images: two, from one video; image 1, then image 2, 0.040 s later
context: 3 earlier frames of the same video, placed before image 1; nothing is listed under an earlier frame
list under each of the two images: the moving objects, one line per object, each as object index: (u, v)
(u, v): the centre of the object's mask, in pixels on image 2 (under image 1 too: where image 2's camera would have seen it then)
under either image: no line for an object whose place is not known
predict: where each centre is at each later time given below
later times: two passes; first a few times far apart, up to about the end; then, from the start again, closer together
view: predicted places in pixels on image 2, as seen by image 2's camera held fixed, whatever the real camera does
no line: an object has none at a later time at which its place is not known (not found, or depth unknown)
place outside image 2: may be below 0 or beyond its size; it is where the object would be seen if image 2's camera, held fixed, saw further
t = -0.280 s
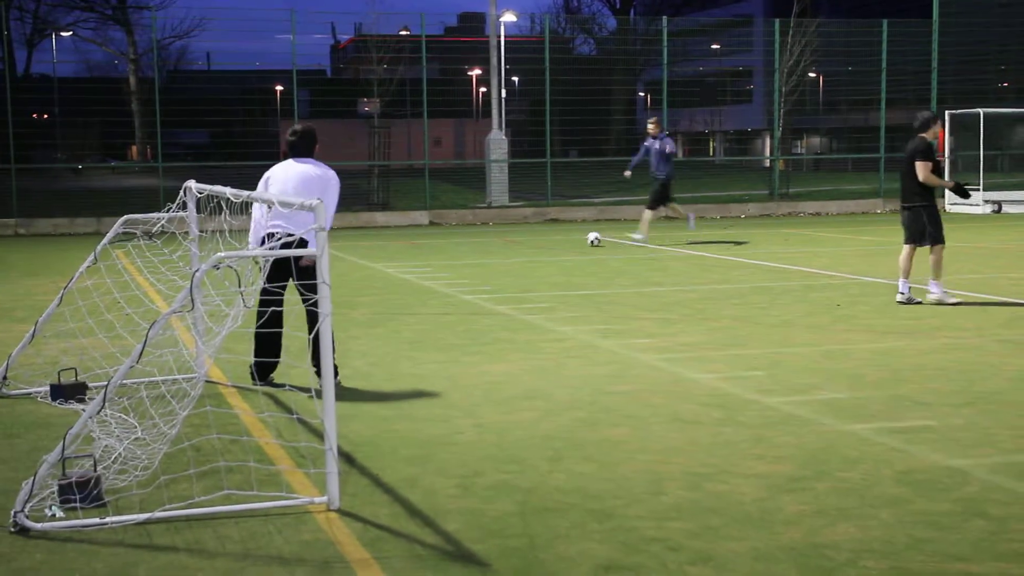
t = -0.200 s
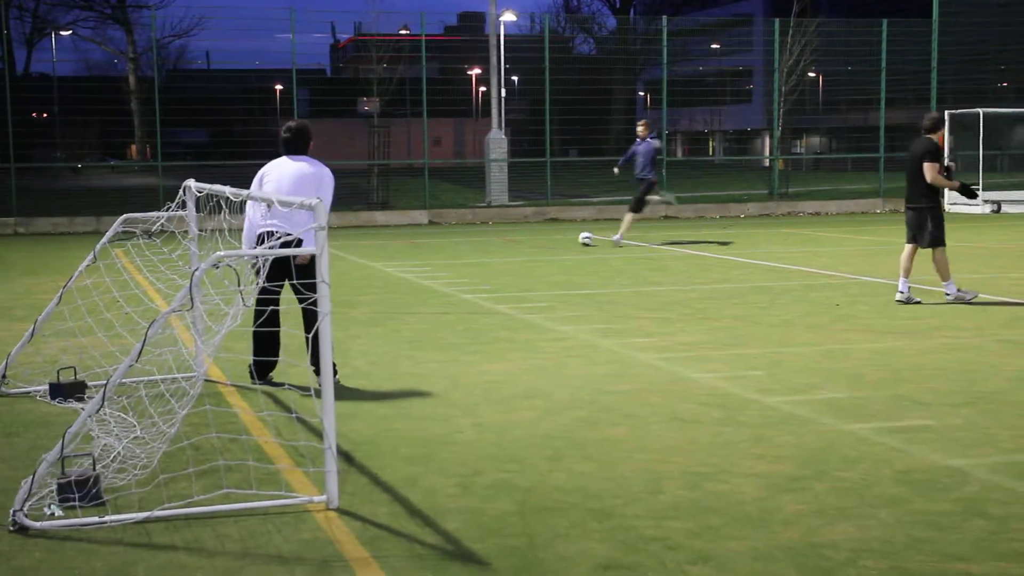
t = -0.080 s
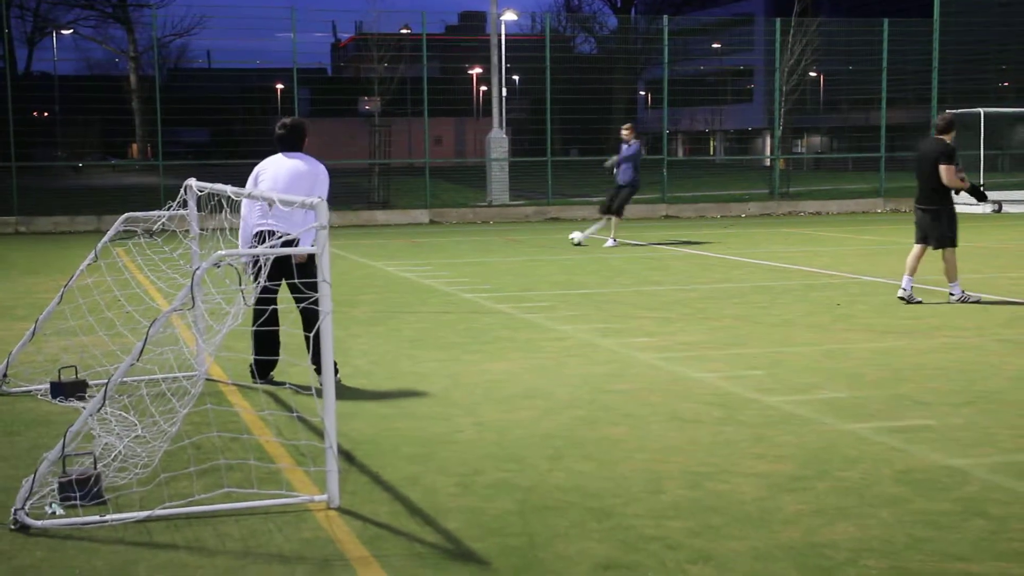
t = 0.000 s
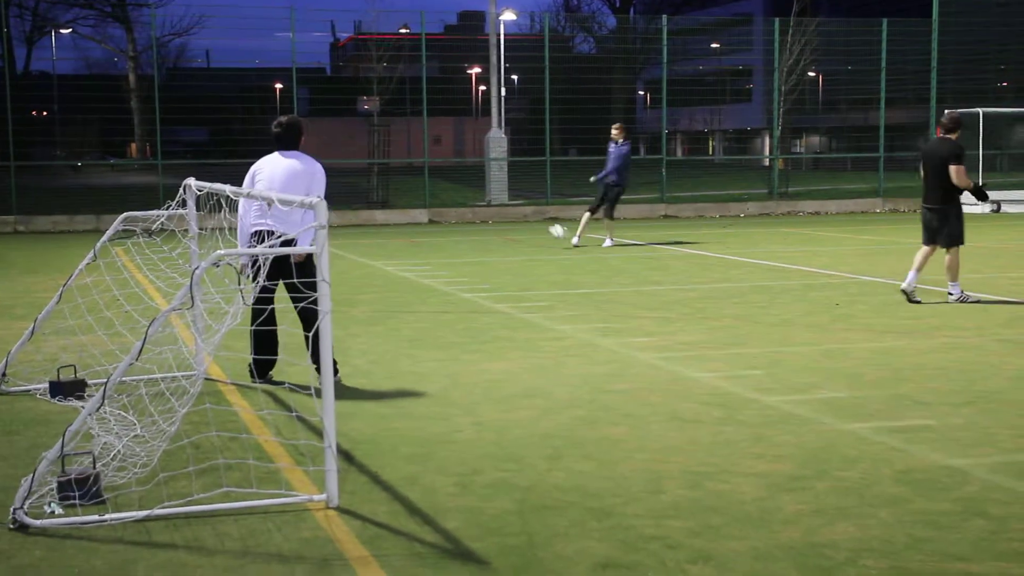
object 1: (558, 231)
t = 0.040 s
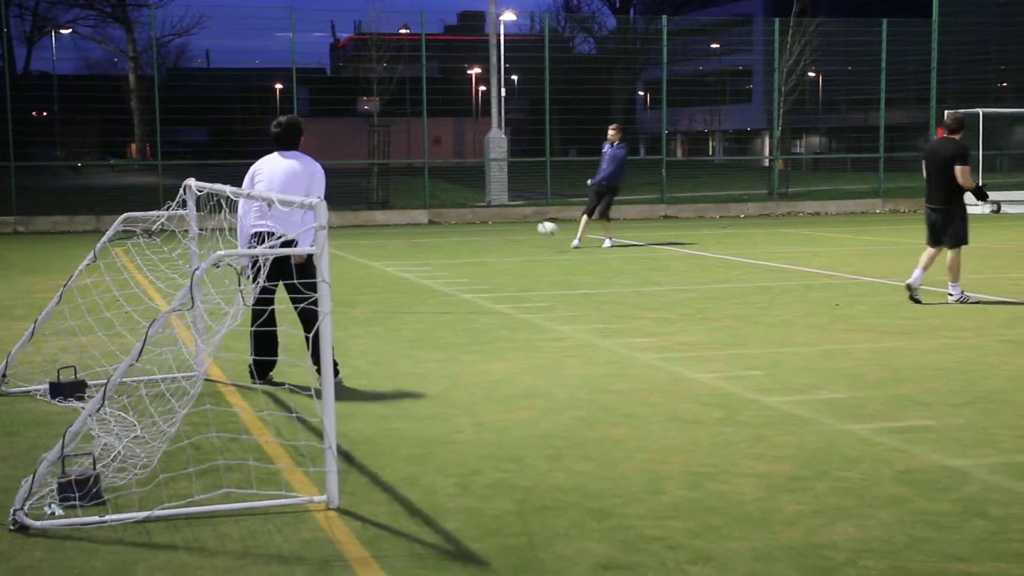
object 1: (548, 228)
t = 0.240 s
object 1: (485, 218)
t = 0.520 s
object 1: (371, 239)
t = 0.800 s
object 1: (214, 316)
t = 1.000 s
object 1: (53, 334)
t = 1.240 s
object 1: (67, 345)
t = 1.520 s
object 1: (103, 353)
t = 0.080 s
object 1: (535, 225)
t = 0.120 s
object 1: (523, 221)
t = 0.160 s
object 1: (511, 220)
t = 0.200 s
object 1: (498, 218)
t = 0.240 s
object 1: (485, 218)
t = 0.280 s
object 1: (470, 218)
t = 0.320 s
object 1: (456, 218)
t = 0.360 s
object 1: (441, 220)
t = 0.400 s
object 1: (425, 223)
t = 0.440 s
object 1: (408, 228)
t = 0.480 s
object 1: (390, 234)
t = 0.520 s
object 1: (371, 239)
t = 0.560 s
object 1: (356, 250)
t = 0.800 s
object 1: (214, 316)
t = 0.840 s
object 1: (181, 320)
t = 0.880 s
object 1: (151, 314)
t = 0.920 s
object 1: (121, 321)
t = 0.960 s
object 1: (90, 326)
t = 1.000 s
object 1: (53, 334)
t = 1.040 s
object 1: (38, 349)
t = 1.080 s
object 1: (39, 365)
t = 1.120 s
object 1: (43, 377)
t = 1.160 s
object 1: (52, 362)
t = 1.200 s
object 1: (58, 353)
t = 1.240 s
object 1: (67, 345)
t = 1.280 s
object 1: (71, 341)
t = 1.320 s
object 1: (76, 338)
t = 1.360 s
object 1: (81, 337)
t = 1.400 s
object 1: (86, 340)
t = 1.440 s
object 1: (93, 346)
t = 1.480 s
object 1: (97, 353)
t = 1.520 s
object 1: (103, 353)
